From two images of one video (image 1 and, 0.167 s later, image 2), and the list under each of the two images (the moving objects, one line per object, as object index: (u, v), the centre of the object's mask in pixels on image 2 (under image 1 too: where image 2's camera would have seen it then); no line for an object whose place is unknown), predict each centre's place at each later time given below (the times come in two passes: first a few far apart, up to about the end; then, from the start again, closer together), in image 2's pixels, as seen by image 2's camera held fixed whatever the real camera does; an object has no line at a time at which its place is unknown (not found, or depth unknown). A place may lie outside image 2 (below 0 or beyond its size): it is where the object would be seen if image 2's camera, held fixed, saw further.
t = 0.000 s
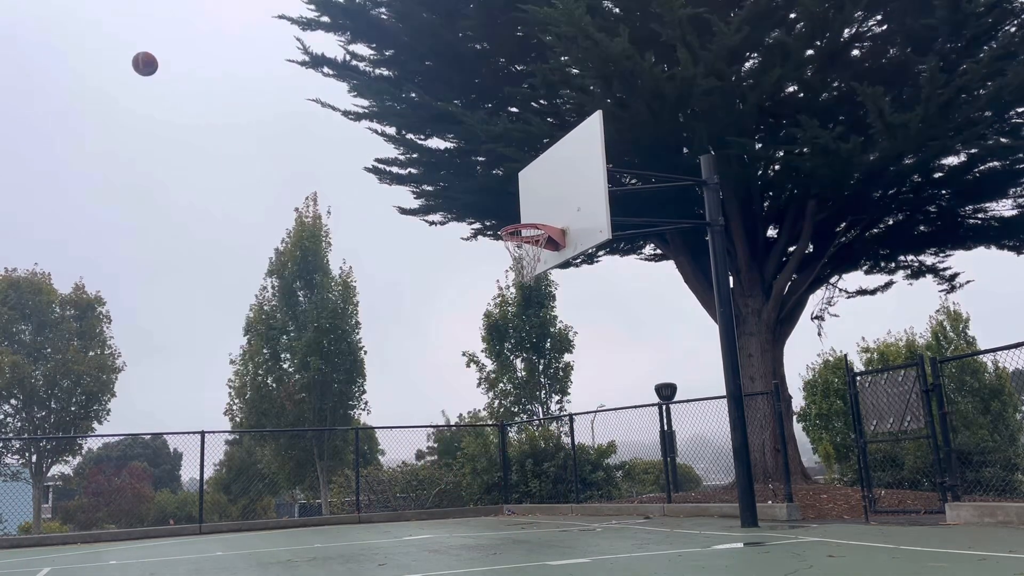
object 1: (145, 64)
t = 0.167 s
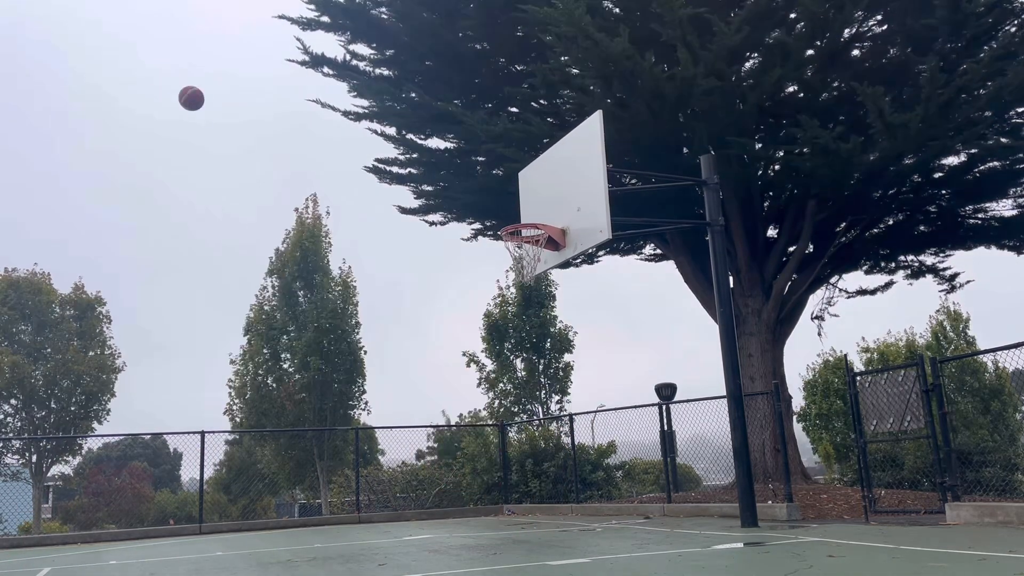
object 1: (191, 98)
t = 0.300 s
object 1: (228, 145)
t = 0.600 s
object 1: (313, 319)
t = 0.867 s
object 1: (389, 518)
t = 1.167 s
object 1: (409, 312)
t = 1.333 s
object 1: (419, 245)
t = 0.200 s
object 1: (200, 108)
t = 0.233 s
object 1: (209, 120)
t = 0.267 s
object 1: (219, 132)
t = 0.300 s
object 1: (228, 145)
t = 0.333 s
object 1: (237, 159)
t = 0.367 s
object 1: (246, 175)
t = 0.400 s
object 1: (256, 192)
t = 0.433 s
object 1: (265, 210)
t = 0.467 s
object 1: (275, 229)
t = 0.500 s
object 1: (283, 248)
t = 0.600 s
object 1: (313, 319)
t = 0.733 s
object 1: (354, 431)
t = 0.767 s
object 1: (363, 464)
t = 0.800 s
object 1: (374, 497)
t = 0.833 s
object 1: (386, 534)
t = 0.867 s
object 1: (389, 518)
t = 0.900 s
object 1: (391, 489)
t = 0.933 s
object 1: (394, 461)
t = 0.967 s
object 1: (396, 436)
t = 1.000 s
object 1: (398, 411)
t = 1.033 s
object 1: (400, 389)
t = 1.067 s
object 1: (403, 368)
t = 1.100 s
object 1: (405, 348)
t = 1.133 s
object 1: (407, 329)
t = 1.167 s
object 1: (409, 312)
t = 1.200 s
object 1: (411, 296)
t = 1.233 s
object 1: (413, 282)
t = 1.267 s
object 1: (415, 268)
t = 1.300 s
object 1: (418, 256)
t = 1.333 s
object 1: (419, 245)
